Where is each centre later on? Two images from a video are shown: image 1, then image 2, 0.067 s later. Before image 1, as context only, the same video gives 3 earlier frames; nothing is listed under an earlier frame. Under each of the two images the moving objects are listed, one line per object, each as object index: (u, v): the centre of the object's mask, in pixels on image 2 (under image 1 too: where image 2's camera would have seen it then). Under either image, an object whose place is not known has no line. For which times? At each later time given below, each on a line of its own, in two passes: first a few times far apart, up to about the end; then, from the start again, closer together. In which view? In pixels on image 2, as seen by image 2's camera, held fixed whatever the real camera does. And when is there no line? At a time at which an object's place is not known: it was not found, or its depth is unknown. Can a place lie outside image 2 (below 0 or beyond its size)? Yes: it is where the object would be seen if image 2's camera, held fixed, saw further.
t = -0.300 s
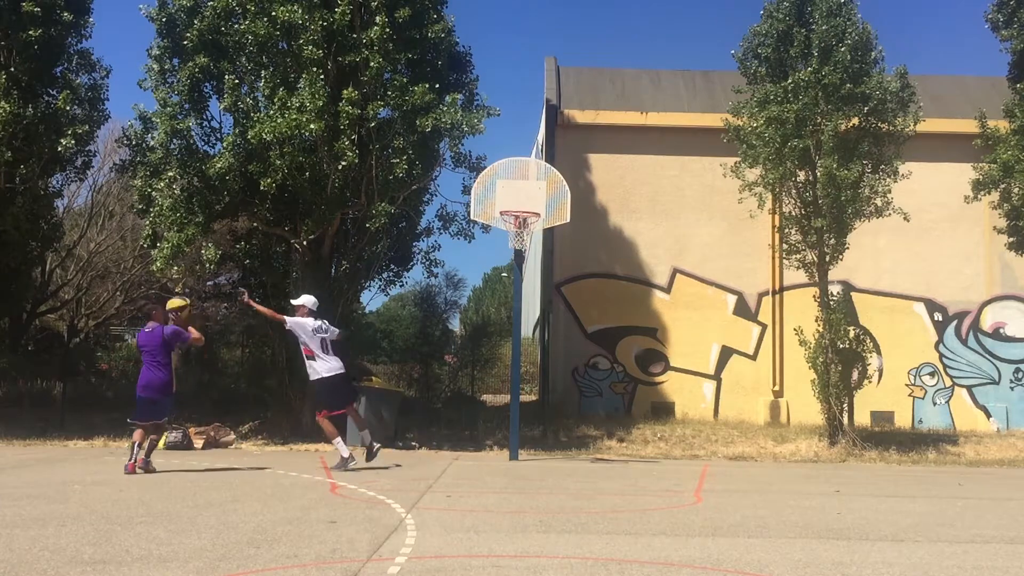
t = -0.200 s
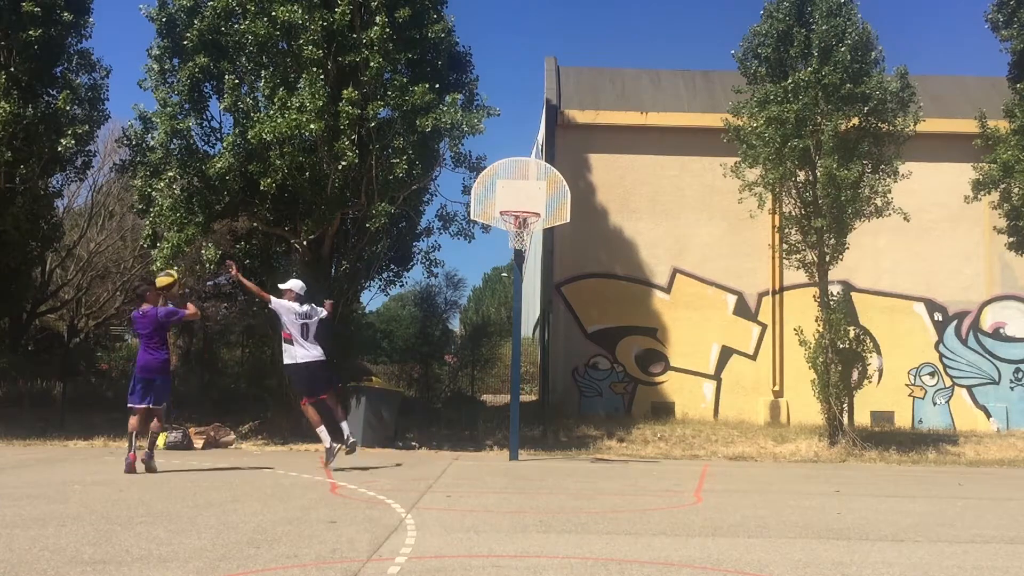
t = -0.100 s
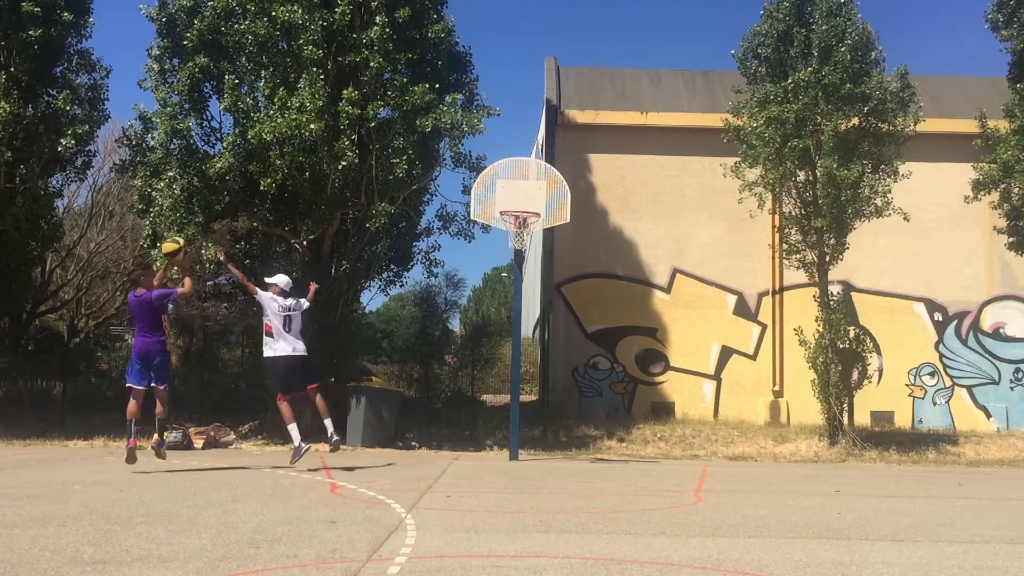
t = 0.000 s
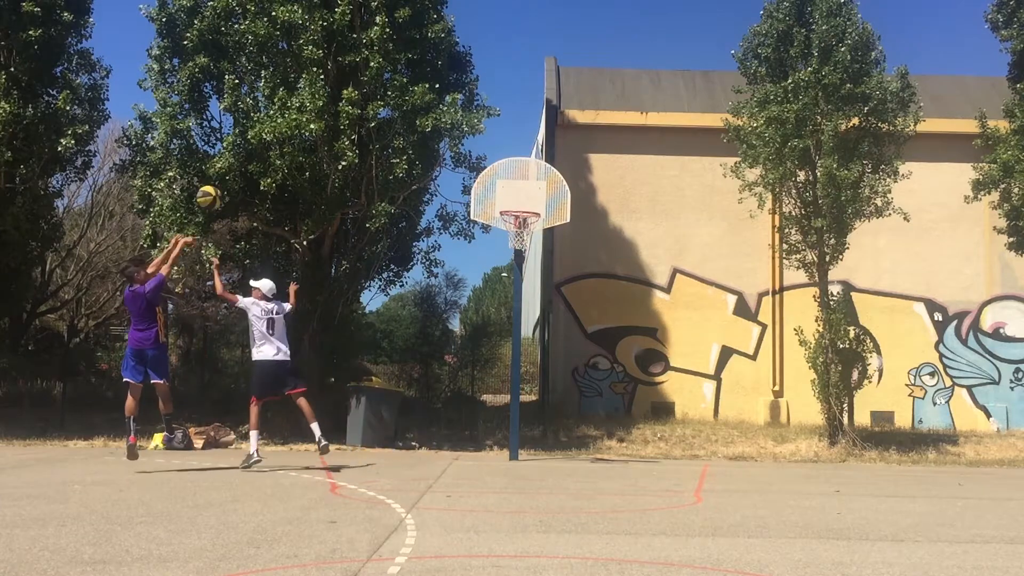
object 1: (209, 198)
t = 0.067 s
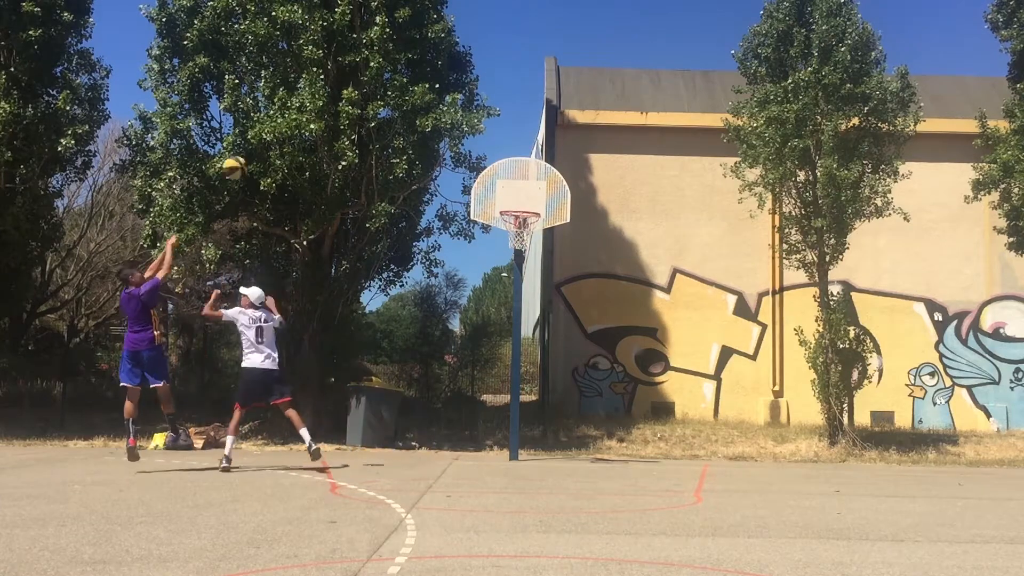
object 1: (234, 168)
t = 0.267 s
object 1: (306, 107)
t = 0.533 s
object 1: (391, 88)
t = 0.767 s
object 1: (457, 120)
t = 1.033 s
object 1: (525, 207)
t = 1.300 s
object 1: (492, 293)
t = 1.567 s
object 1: (454, 432)
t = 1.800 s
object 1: (422, 372)
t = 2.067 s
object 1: (384, 303)
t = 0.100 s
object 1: (247, 154)
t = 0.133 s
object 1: (260, 143)
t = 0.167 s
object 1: (270, 132)
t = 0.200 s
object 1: (283, 123)
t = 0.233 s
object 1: (295, 114)
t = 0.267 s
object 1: (306, 107)
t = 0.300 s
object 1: (316, 101)
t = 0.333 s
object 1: (329, 96)
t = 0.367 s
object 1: (339, 93)
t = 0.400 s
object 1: (350, 90)
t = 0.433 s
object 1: (360, 88)
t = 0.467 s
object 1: (370, 87)
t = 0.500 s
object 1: (381, 87)
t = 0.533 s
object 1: (391, 88)
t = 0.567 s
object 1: (401, 90)
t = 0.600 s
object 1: (410, 93)
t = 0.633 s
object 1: (420, 96)
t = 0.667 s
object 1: (429, 101)
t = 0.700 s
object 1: (437, 105)
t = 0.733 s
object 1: (446, 112)
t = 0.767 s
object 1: (457, 120)
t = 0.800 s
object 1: (467, 129)
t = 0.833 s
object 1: (474, 137)
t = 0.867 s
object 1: (483, 146)
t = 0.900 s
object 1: (491, 158)
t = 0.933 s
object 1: (500, 169)
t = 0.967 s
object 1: (508, 182)
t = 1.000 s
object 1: (516, 195)
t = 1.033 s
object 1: (525, 207)
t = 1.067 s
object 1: (527, 221)
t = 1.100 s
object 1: (522, 231)
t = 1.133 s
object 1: (517, 240)
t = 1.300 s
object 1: (492, 293)
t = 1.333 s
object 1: (487, 308)
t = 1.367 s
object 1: (483, 323)
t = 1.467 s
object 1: (469, 373)
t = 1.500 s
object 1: (463, 391)
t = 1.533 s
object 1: (459, 412)
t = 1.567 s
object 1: (454, 432)
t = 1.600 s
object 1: (449, 455)
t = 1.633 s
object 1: (444, 444)
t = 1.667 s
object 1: (440, 428)
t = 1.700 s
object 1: (435, 412)
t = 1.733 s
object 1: (431, 398)
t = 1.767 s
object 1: (427, 384)
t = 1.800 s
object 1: (422, 372)
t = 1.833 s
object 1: (417, 359)
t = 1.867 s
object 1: (414, 349)
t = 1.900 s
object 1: (408, 339)
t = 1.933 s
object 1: (403, 329)
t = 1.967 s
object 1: (398, 321)
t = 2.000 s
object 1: (393, 314)
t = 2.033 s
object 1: (389, 308)
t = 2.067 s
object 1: (384, 303)
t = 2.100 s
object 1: (379, 298)
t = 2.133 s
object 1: (374, 296)
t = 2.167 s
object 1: (368, 293)
